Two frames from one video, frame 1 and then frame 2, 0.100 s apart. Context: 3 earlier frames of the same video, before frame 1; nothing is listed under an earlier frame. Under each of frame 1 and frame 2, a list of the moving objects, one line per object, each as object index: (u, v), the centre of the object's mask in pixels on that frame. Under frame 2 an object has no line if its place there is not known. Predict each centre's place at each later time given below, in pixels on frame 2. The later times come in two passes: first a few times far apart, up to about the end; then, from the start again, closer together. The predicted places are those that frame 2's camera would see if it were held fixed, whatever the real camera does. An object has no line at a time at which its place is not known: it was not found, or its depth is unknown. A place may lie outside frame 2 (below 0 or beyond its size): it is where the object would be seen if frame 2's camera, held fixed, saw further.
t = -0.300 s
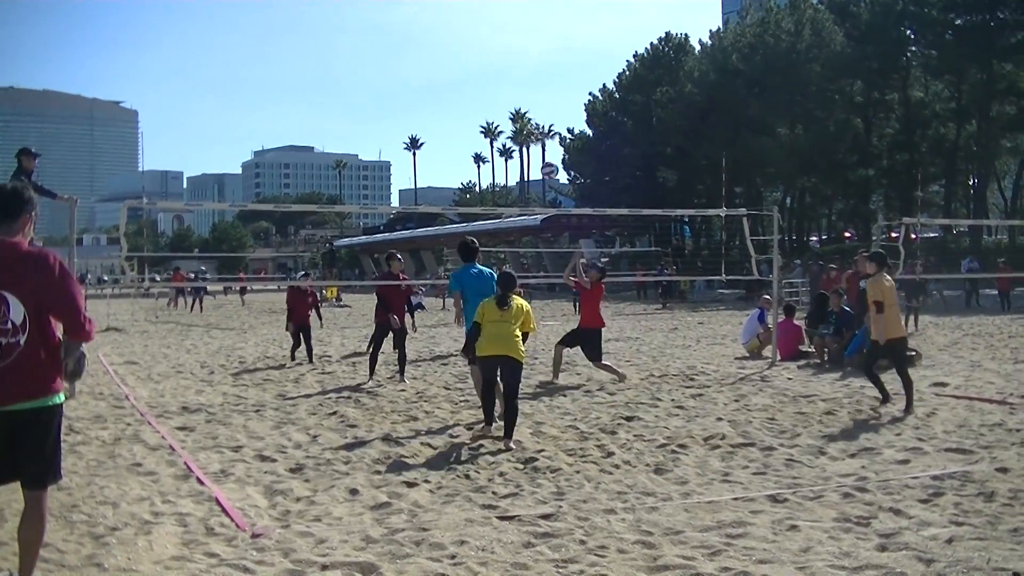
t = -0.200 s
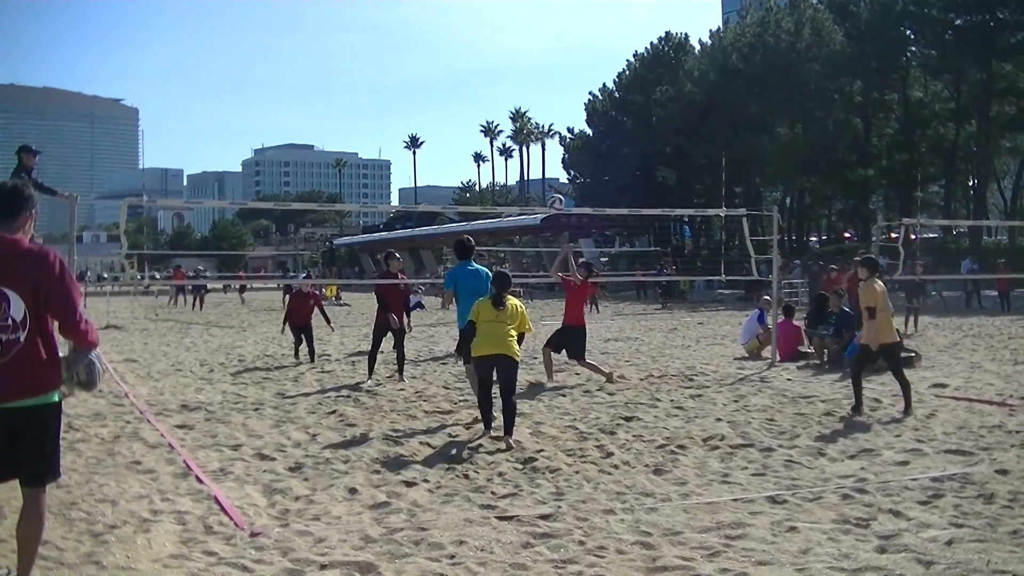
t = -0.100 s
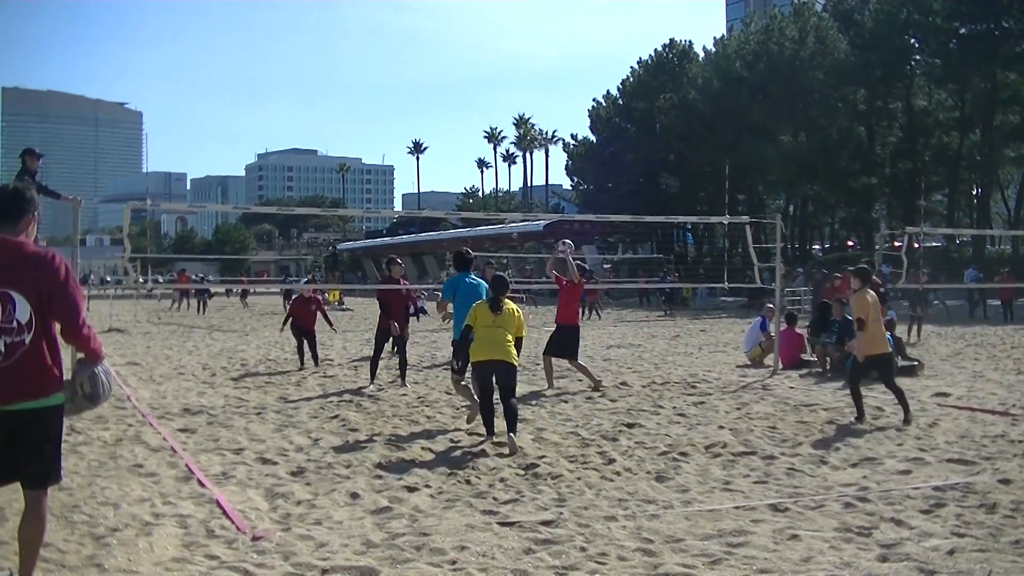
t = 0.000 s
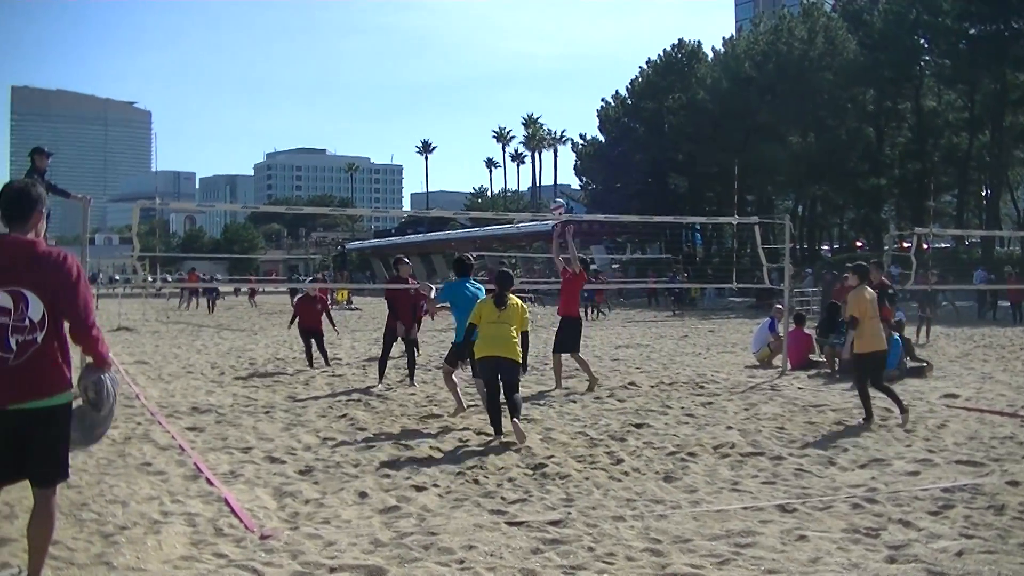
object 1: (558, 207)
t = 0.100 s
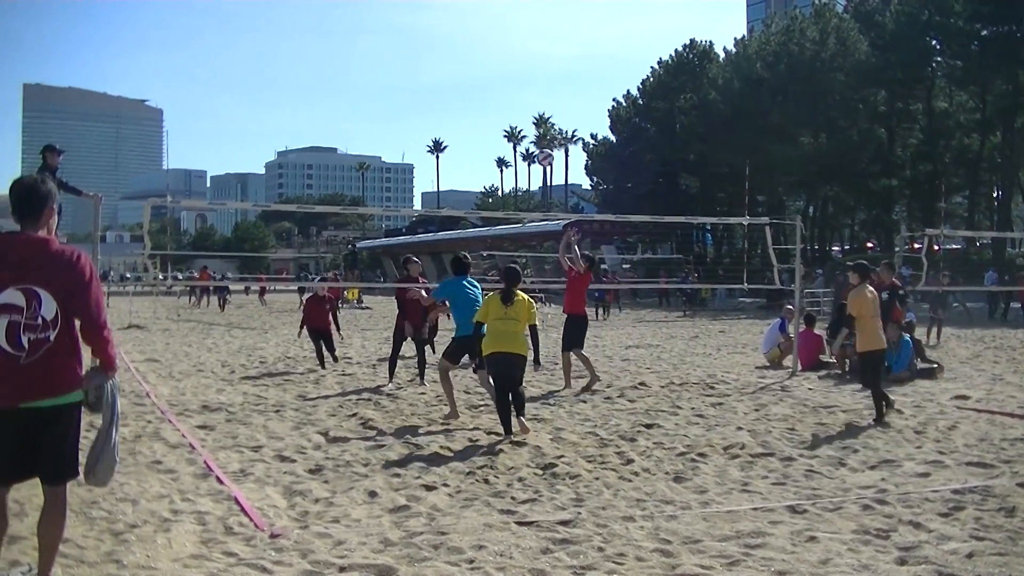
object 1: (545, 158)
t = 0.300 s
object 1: (504, 83)
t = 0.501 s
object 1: (461, 41)
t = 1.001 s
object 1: (361, 80)
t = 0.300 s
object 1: (504, 83)
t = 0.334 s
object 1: (497, 74)
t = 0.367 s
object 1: (490, 65)
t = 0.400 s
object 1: (483, 57)
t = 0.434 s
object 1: (476, 51)
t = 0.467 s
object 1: (468, 46)
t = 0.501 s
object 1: (461, 41)
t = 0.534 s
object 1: (454, 37)
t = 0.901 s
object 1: (381, 56)
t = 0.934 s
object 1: (374, 63)
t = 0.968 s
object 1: (367, 71)
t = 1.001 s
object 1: (361, 80)
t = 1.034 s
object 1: (355, 90)
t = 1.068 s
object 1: (348, 101)
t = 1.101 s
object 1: (342, 113)
